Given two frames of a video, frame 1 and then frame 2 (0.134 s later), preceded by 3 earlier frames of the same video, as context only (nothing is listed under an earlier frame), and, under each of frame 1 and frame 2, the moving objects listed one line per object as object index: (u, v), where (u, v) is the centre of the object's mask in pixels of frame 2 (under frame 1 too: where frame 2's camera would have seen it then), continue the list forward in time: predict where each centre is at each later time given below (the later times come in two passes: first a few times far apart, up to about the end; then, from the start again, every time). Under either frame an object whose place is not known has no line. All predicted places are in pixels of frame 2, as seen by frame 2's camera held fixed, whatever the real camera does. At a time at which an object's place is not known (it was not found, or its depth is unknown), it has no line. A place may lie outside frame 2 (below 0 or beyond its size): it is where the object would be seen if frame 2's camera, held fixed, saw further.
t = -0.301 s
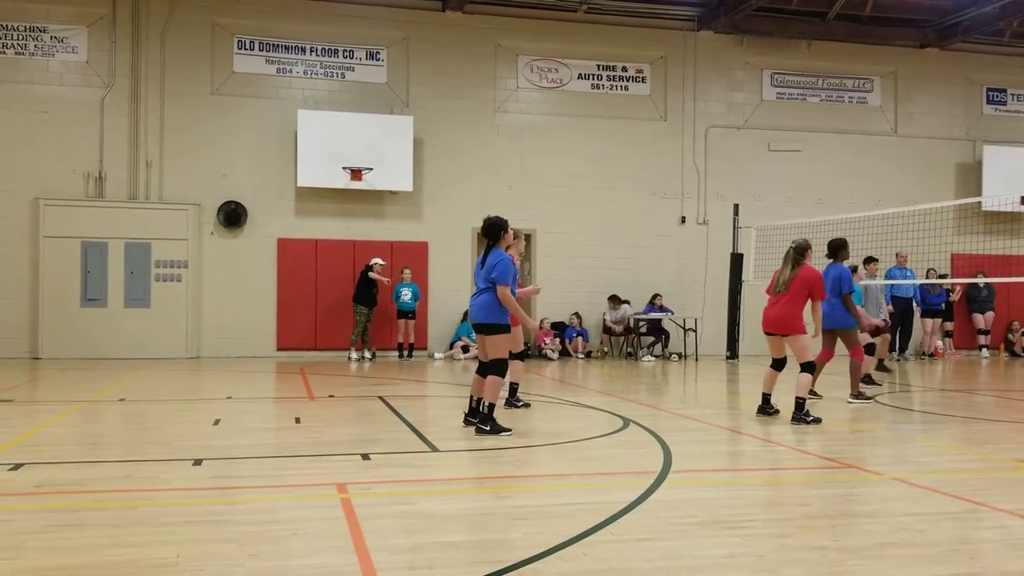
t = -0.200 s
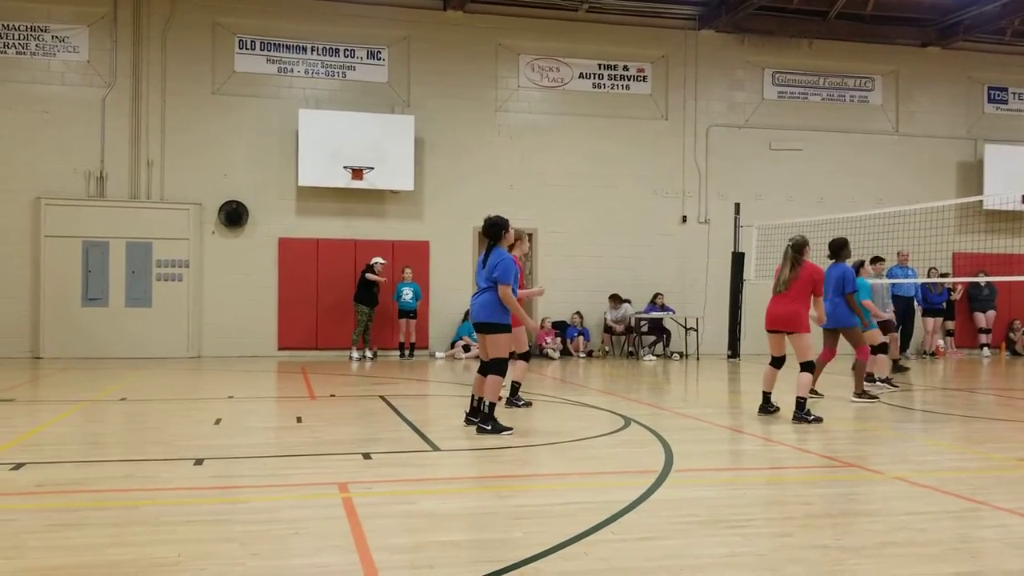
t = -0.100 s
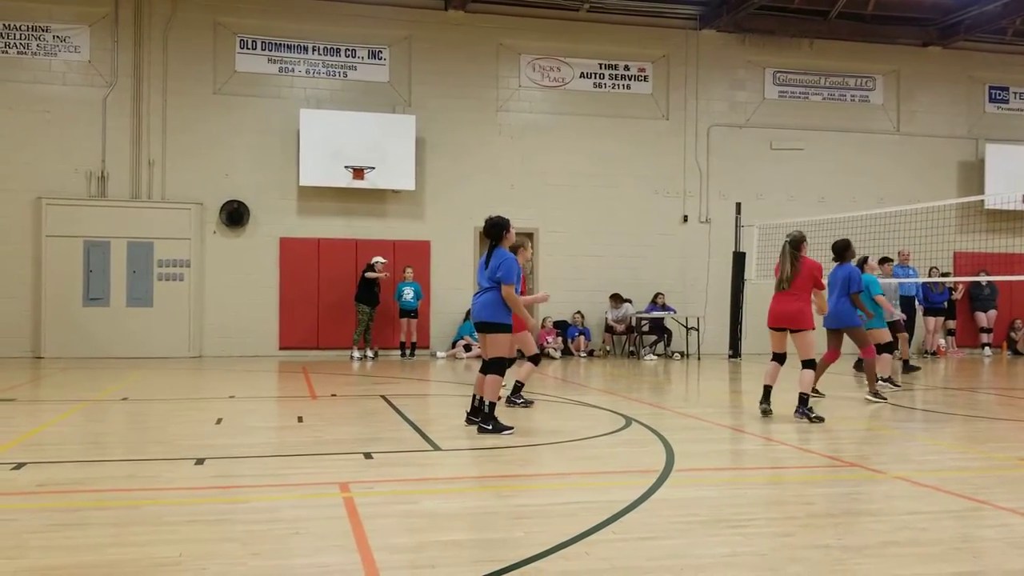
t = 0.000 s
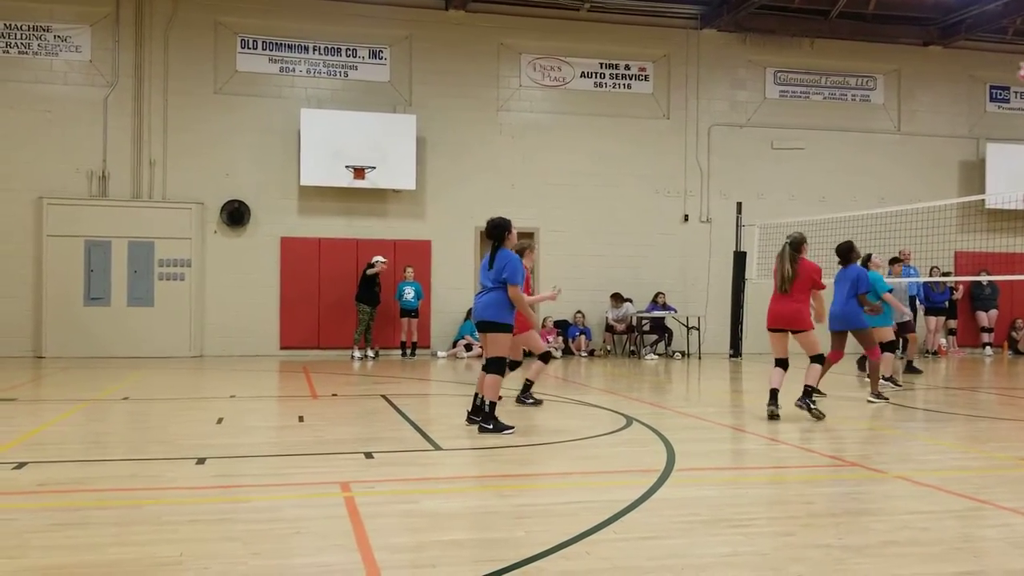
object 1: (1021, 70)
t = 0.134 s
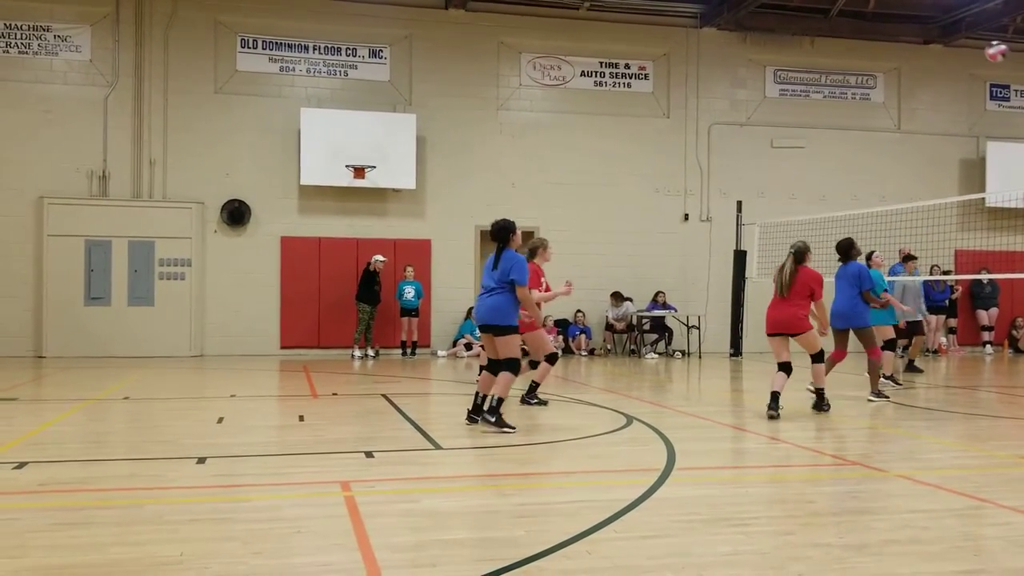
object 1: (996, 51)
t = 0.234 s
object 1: (971, 48)
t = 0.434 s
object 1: (923, 71)
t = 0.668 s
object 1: (864, 151)
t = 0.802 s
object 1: (828, 225)
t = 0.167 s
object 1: (988, 49)
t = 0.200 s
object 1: (980, 48)
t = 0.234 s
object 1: (971, 48)
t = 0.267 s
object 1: (963, 49)
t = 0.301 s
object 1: (955, 51)
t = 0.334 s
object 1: (947, 55)
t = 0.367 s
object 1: (939, 59)
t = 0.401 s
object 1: (931, 64)
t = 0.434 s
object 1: (923, 71)
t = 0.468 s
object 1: (915, 79)
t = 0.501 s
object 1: (907, 88)
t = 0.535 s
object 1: (898, 99)
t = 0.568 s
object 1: (890, 110)
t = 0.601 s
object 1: (881, 122)
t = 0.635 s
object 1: (873, 136)
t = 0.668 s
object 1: (864, 151)
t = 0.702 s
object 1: (855, 167)
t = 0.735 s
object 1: (847, 186)
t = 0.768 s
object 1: (837, 204)
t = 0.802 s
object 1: (828, 225)
